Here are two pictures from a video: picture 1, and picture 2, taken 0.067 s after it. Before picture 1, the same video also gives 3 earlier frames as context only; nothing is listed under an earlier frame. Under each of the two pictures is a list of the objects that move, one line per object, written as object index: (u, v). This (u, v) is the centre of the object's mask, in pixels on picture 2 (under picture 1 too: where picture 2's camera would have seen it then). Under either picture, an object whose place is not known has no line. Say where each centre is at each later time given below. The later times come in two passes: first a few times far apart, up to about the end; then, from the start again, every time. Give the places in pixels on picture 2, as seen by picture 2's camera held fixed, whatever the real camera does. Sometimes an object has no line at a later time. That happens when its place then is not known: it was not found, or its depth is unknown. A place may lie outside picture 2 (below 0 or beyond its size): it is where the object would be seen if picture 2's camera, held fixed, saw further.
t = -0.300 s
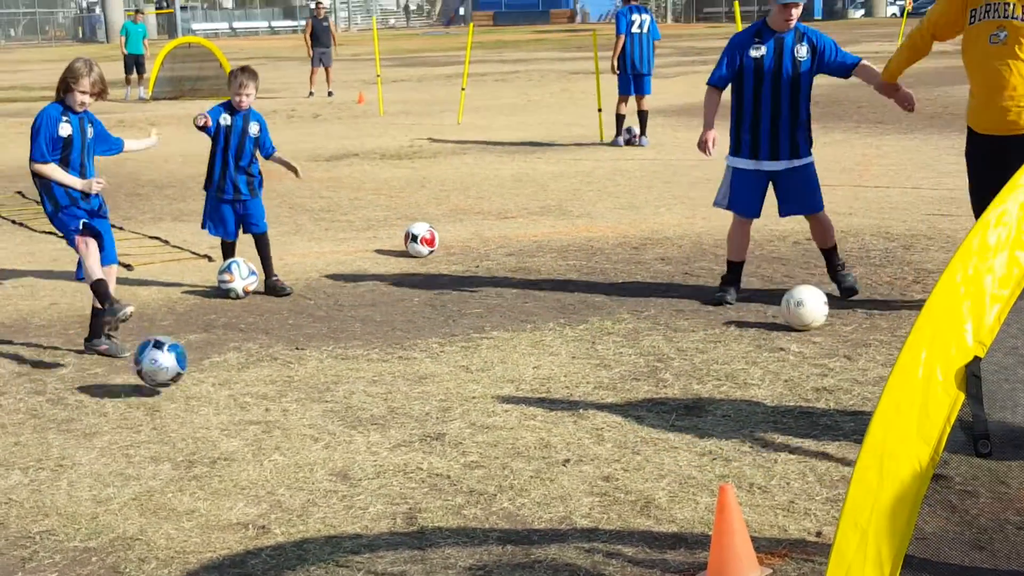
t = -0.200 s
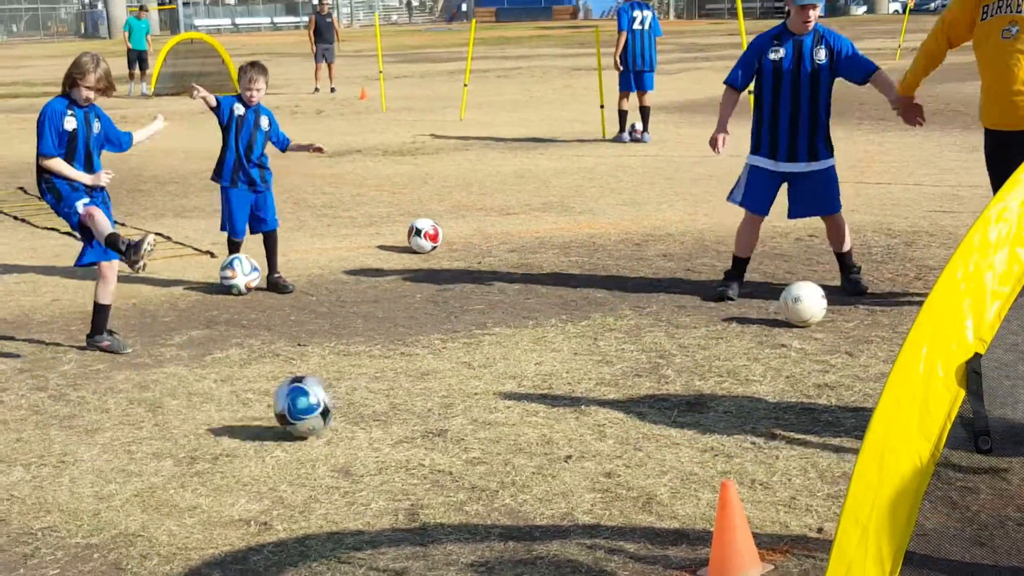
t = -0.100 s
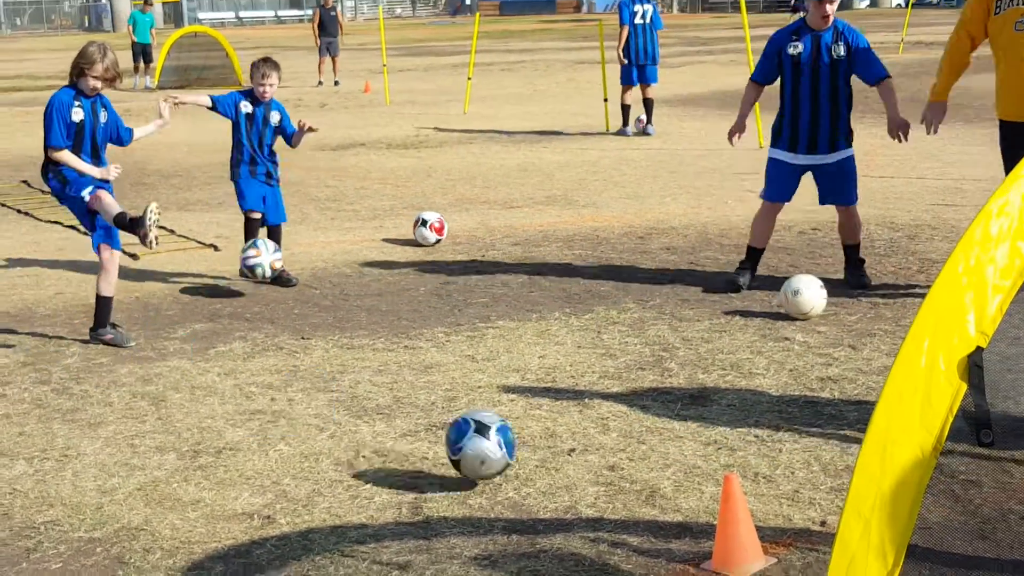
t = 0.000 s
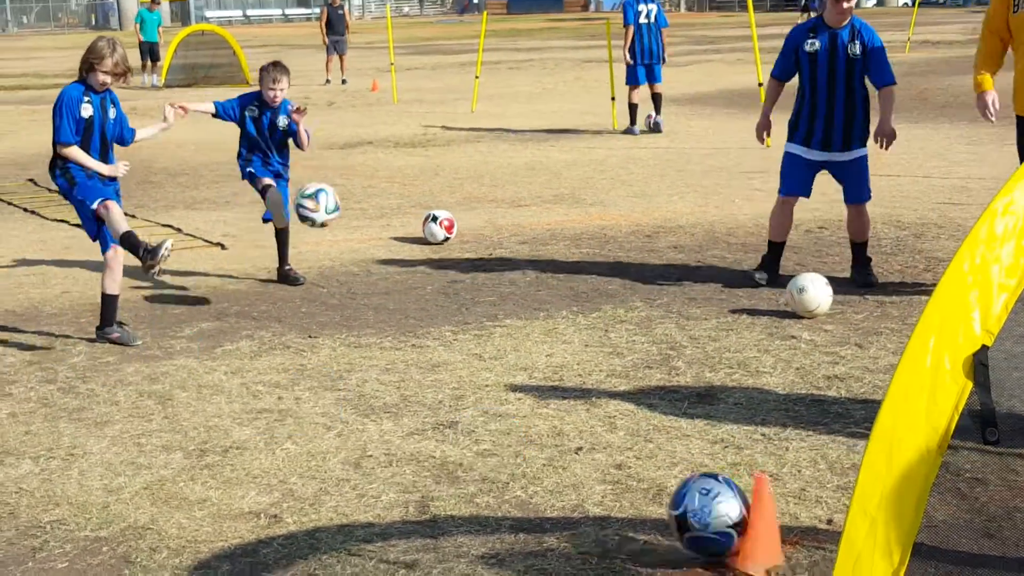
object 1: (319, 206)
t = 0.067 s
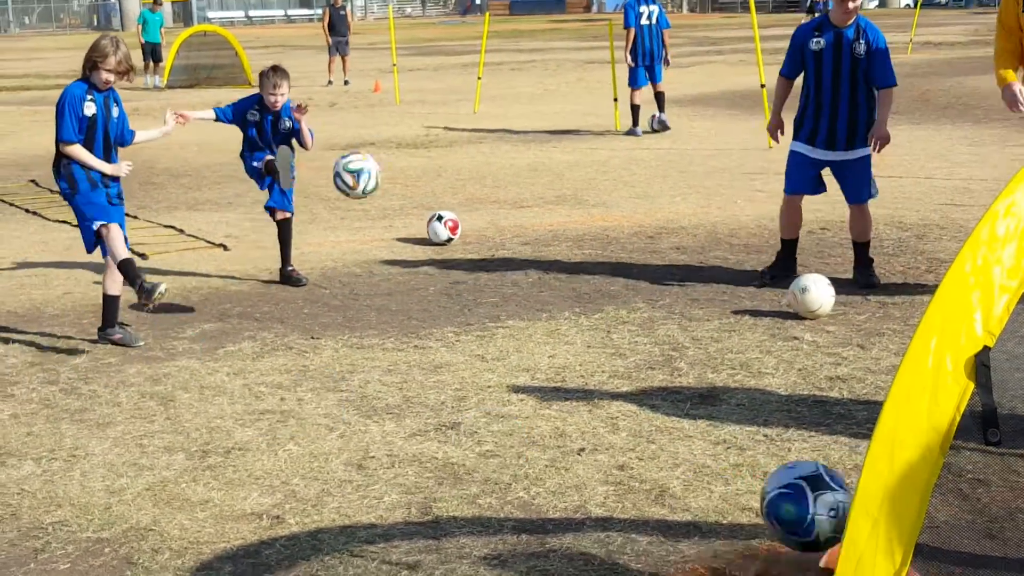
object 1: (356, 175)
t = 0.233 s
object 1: (472, 127)
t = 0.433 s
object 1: (661, 152)
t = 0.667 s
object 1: (965, 369)
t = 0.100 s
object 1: (377, 162)
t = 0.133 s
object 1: (398, 150)
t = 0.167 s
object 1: (421, 140)
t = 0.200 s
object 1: (446, 132)
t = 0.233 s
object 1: (472, 127)
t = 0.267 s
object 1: (499, 123)
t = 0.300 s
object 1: (528, 123)
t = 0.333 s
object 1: (558, 125)
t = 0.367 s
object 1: (590, 130)
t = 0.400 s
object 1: (625, 139)
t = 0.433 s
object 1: (661, 152)
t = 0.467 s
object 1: (699, 169)
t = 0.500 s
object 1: (739, 190)
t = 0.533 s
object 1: (783, 215)
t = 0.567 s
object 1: (828, 247)
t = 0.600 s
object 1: (876, 284)
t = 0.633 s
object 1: (927, 327)
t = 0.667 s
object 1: (965, 369)
